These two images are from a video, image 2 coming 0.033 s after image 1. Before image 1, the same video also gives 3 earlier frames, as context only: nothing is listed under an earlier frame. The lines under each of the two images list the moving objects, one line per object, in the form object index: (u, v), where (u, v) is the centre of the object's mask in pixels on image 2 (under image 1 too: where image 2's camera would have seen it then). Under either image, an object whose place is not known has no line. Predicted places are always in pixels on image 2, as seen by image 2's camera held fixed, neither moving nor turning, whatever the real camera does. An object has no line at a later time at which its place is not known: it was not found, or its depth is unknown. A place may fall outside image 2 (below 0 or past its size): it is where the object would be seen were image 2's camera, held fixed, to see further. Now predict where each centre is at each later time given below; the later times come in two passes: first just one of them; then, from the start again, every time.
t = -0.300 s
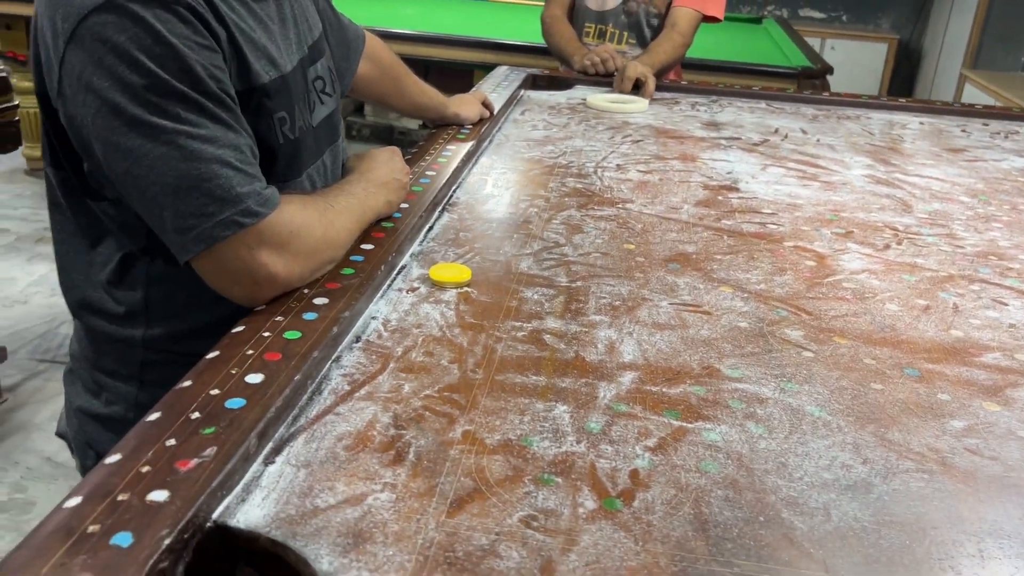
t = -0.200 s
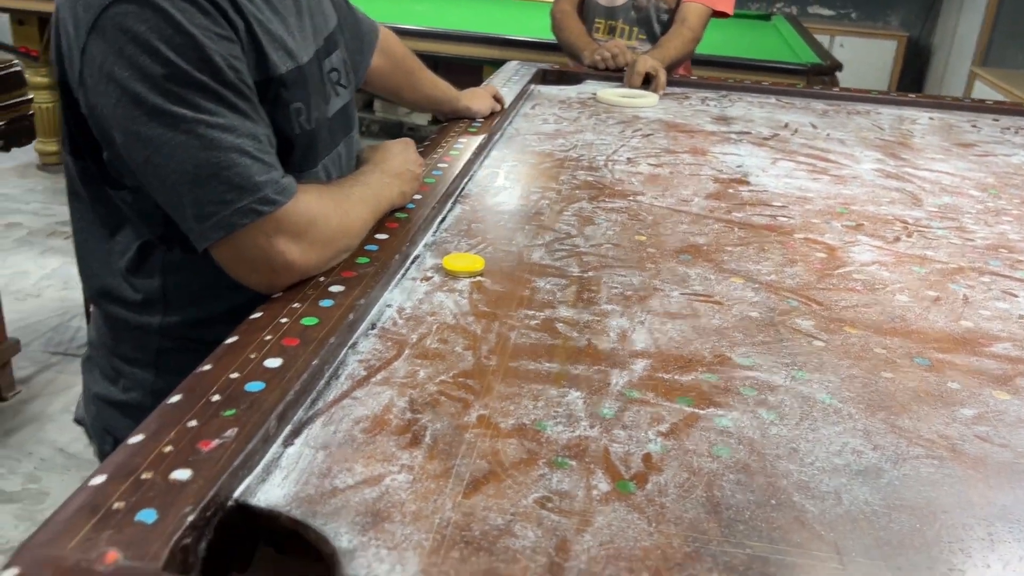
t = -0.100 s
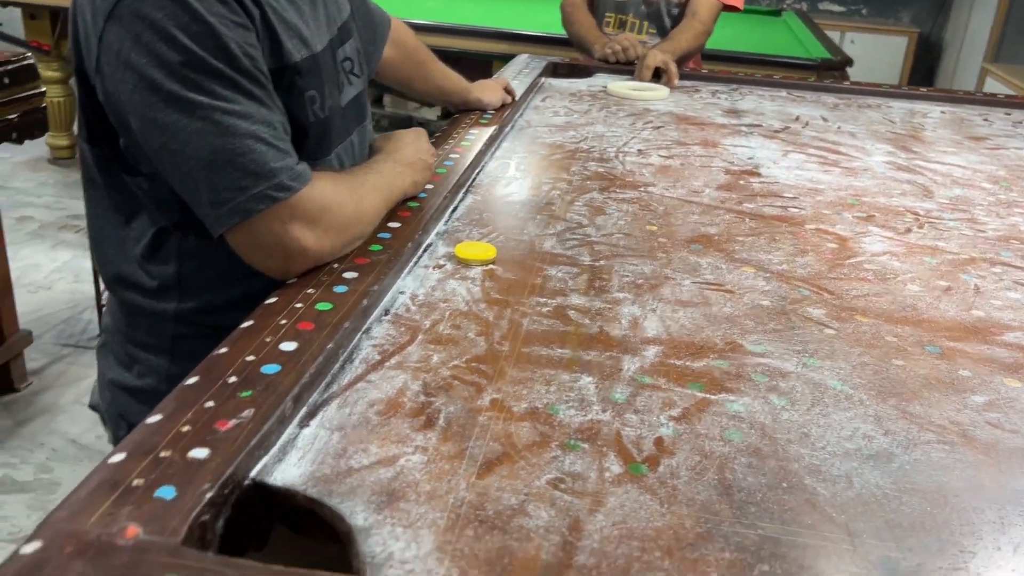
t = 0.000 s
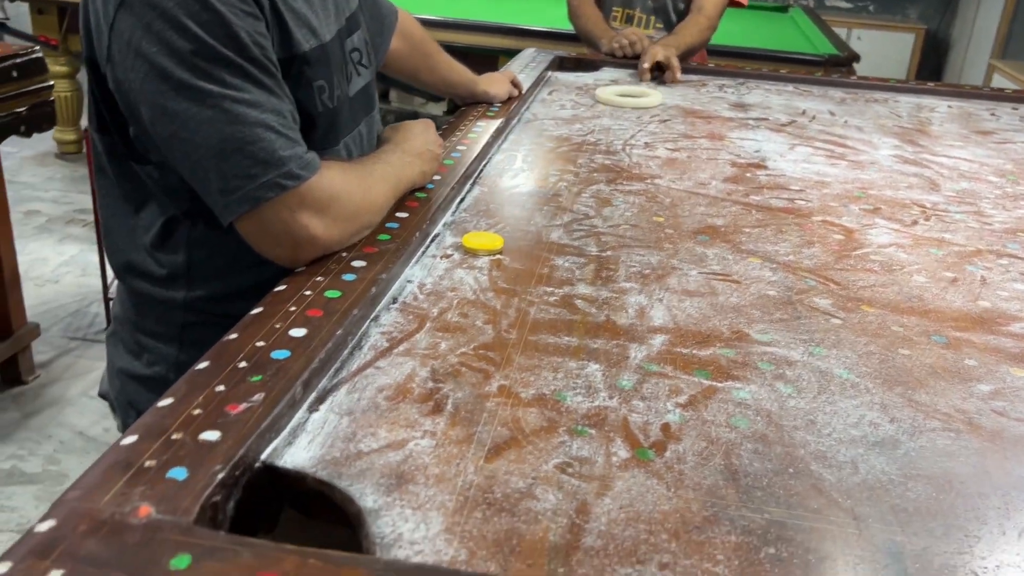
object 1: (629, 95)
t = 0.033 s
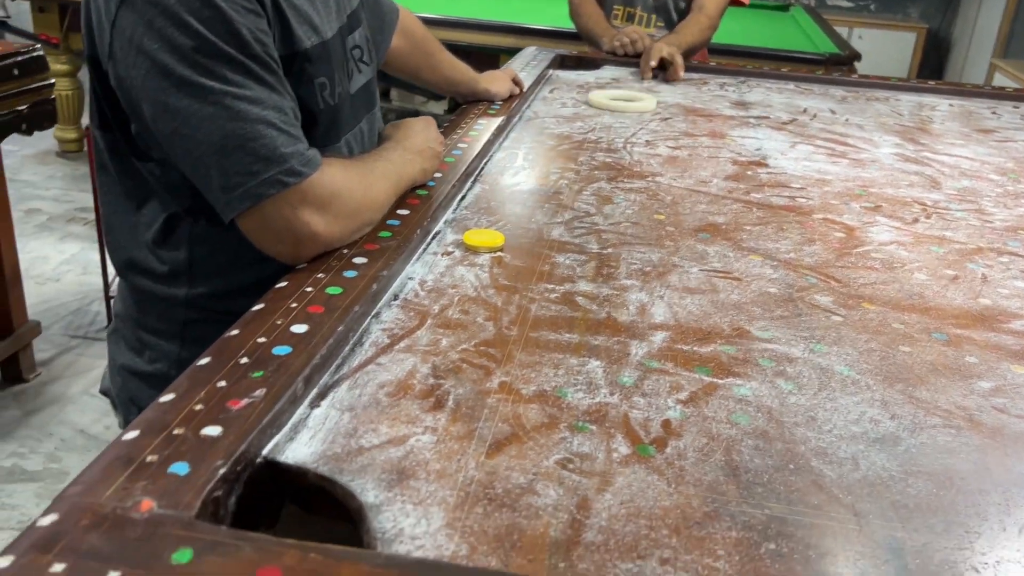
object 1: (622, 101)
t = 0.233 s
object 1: (567, 142)
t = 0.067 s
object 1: (614, 107)
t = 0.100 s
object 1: (606, 113)
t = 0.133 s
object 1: (596, 120)
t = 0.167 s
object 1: (588, 127)
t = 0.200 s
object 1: (577, 135)
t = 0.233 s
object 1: (567, 142)
